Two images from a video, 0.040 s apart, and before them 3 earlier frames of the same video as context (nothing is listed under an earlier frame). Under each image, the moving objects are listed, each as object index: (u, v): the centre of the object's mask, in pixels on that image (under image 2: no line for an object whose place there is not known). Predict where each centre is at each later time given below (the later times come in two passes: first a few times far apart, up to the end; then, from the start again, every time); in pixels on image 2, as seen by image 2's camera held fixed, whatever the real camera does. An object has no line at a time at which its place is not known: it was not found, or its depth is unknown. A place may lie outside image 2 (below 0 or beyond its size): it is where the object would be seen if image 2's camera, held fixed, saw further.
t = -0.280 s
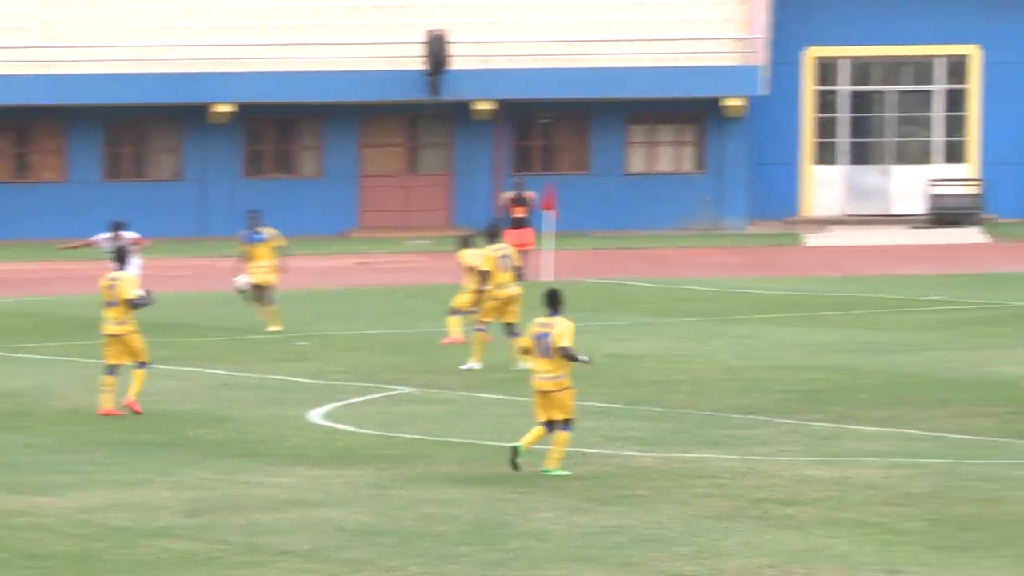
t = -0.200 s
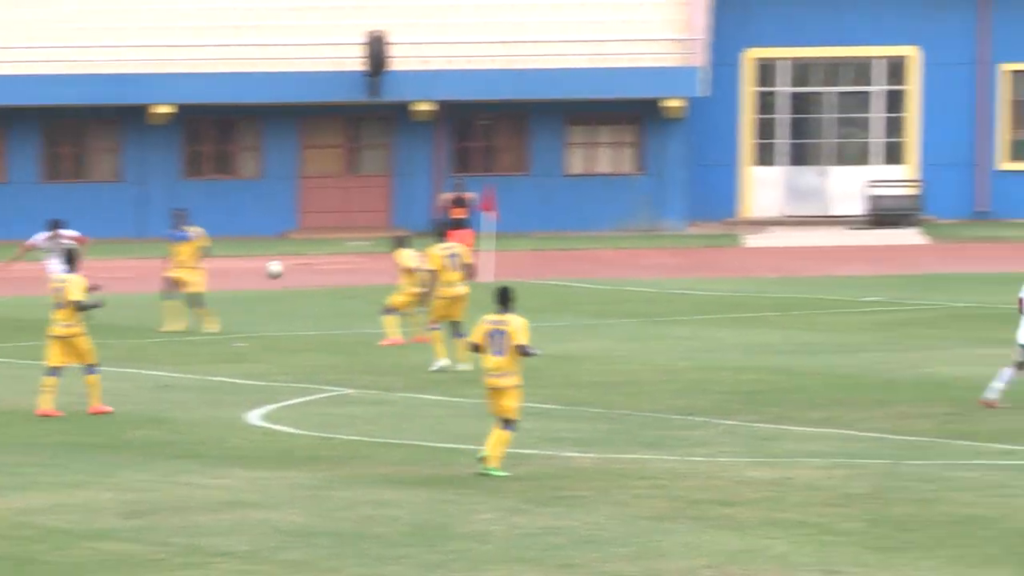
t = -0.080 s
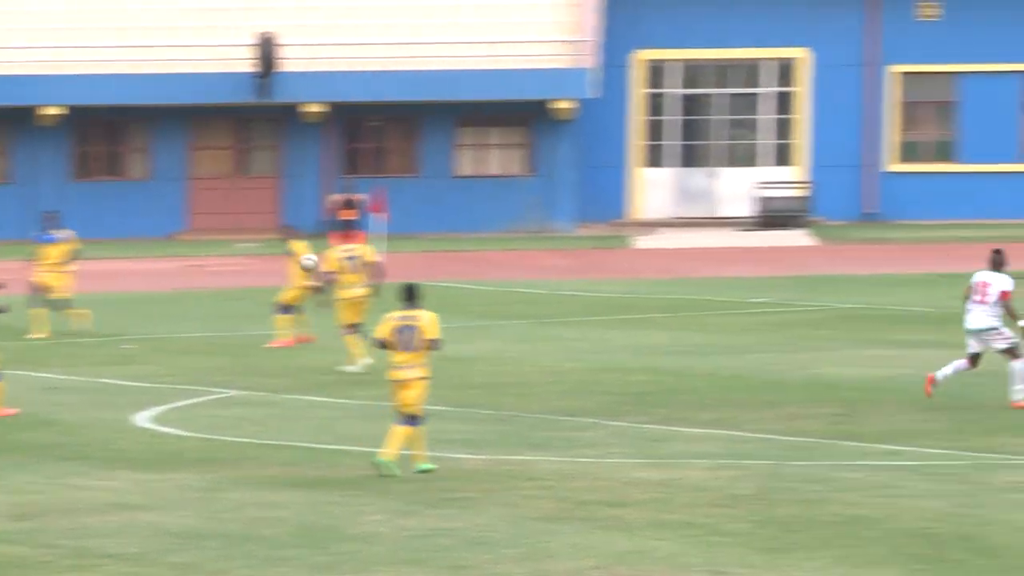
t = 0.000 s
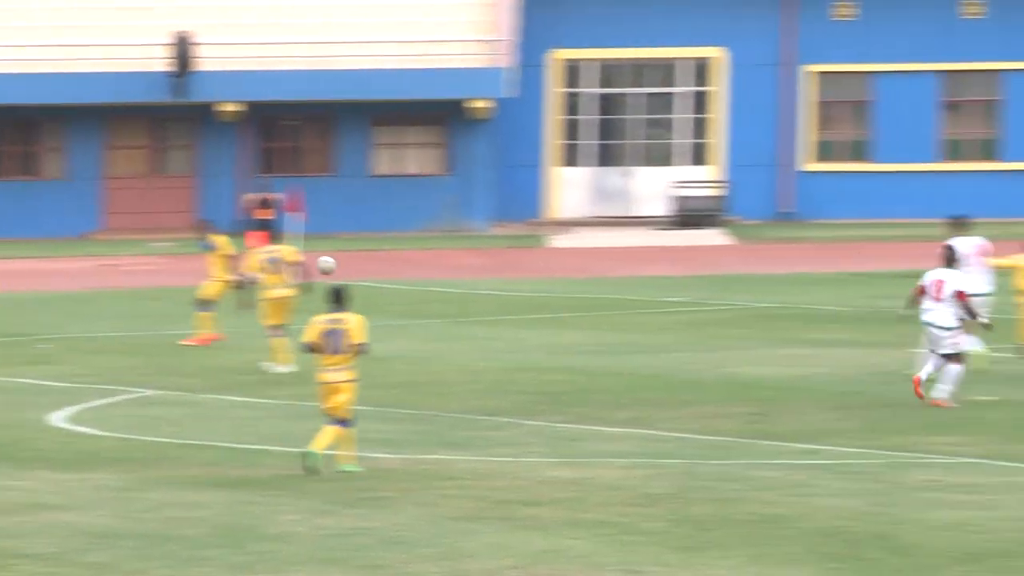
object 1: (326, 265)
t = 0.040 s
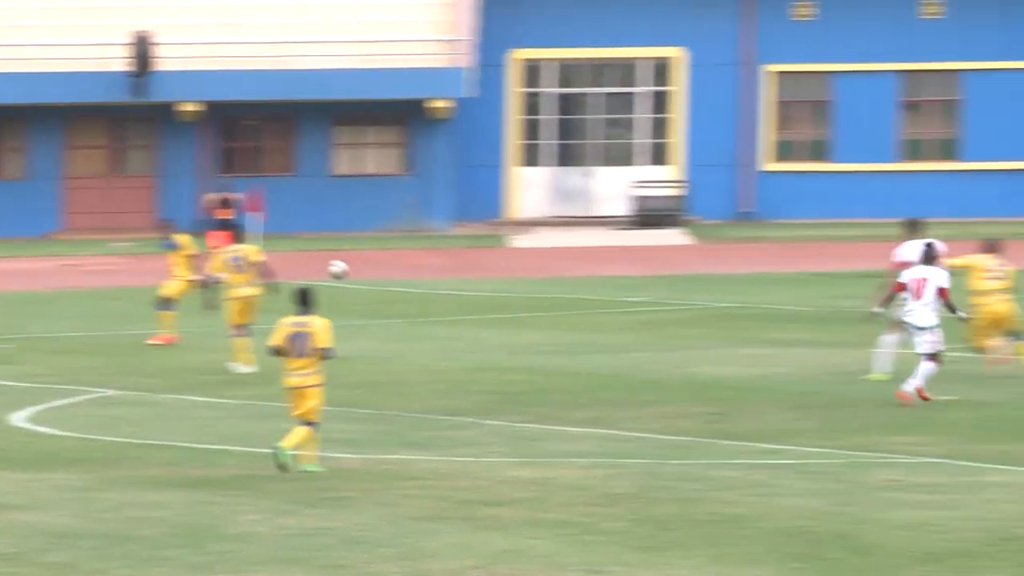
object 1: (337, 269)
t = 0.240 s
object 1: (598, 319)
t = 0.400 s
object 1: (794, 337)
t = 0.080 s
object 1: (390, 275)
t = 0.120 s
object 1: (442, 284)
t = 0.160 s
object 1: (493, 294)
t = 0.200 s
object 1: (544, 305)
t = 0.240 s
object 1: (598, 319)
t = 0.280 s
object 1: (653, 334)
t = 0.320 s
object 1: (709, 352)
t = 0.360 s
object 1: (755, 353)
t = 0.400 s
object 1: (794, 337)
